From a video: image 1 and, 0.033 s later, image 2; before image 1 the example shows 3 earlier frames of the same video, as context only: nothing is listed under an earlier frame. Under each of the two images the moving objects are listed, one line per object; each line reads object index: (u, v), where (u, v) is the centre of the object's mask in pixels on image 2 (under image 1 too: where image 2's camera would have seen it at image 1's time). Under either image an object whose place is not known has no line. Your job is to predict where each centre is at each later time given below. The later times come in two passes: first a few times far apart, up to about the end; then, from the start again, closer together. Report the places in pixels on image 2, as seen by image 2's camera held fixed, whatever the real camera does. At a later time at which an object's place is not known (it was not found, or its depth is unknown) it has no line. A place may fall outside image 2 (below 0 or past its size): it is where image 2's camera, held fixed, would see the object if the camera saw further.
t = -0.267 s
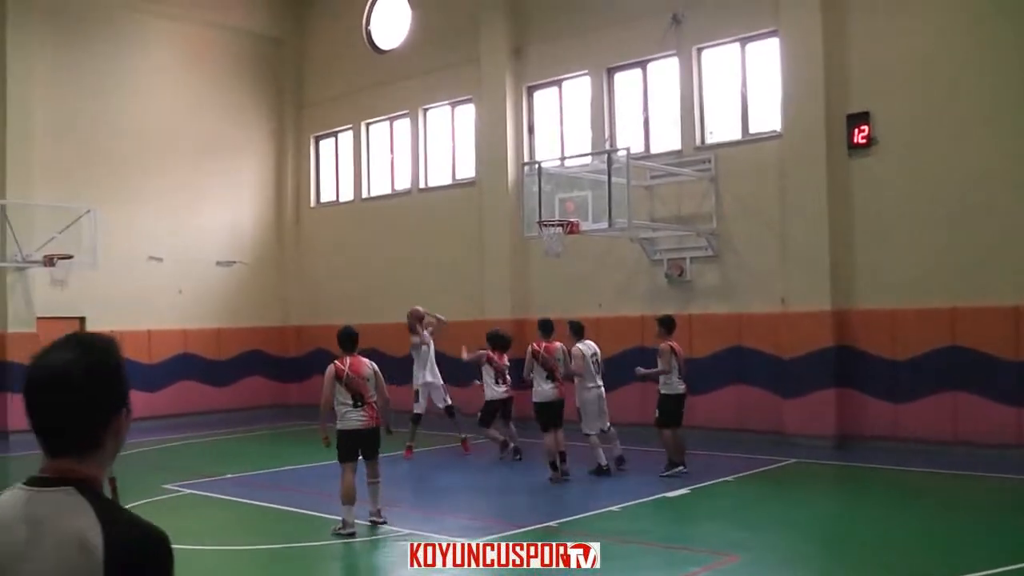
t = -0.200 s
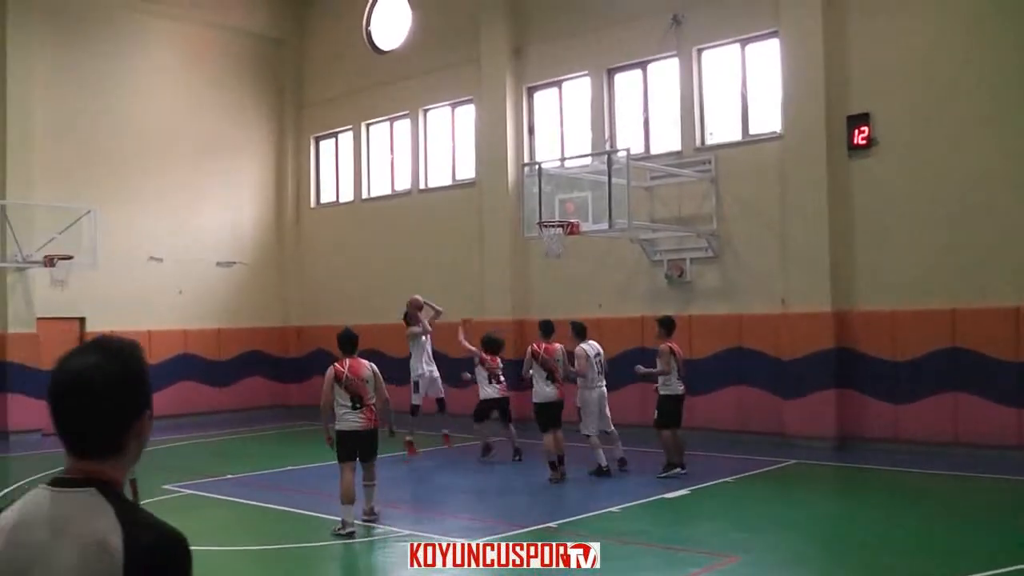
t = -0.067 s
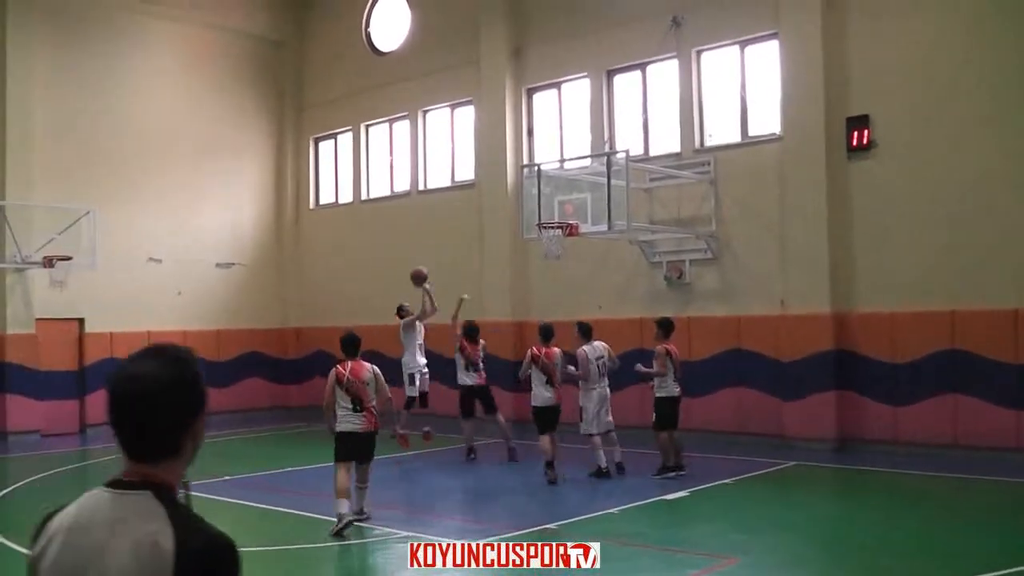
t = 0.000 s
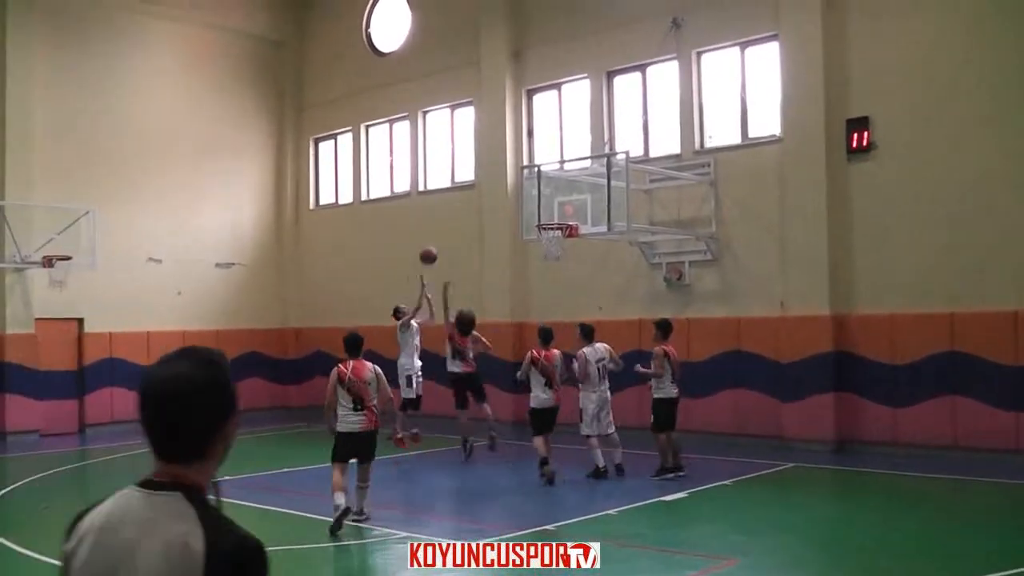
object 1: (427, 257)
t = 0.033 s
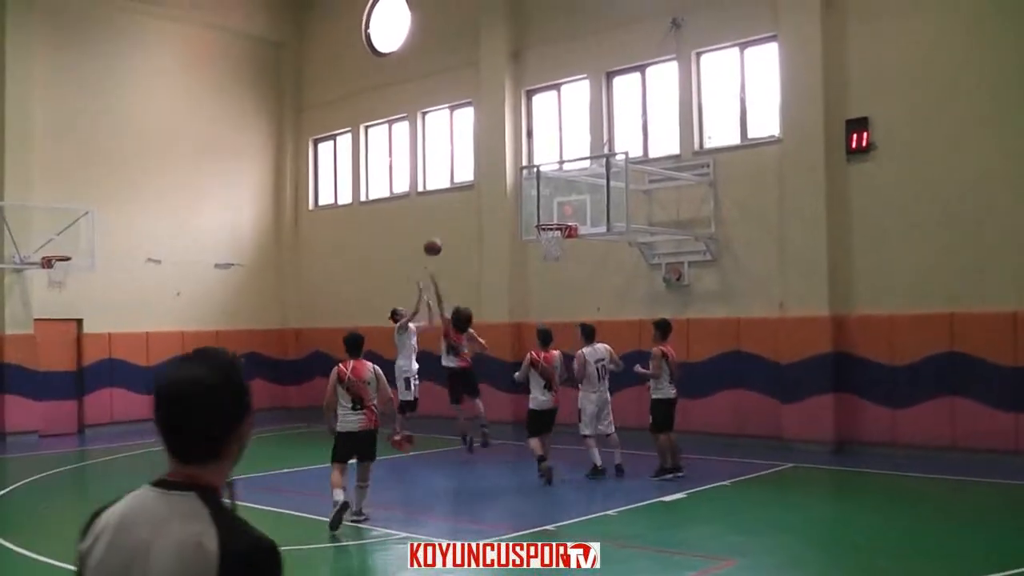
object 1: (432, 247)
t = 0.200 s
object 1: (457, 214)
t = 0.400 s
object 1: (489, 201)
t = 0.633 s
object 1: (525, 223)
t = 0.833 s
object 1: (526, 267)
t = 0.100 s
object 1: (442, 231)
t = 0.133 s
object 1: (447, 224)
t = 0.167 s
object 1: (453, 219)
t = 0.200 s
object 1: (457, 214)
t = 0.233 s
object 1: (463, 210)
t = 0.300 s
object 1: (473, 204)
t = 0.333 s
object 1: (478, 202)
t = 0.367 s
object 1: (483, 201)
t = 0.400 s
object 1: (489, 201)
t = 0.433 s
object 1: (494, 202)
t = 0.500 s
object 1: (504, 206)
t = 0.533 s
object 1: (509, 209)
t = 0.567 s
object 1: (515, 212)
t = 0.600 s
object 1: (520, 217)
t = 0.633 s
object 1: (525, 223)
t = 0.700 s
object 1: (530, 236)
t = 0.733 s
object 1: (529, 243)
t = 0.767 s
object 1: (528, 250)
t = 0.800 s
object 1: (527, 257)
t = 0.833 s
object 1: (526, 267)
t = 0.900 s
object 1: (524, 286)
